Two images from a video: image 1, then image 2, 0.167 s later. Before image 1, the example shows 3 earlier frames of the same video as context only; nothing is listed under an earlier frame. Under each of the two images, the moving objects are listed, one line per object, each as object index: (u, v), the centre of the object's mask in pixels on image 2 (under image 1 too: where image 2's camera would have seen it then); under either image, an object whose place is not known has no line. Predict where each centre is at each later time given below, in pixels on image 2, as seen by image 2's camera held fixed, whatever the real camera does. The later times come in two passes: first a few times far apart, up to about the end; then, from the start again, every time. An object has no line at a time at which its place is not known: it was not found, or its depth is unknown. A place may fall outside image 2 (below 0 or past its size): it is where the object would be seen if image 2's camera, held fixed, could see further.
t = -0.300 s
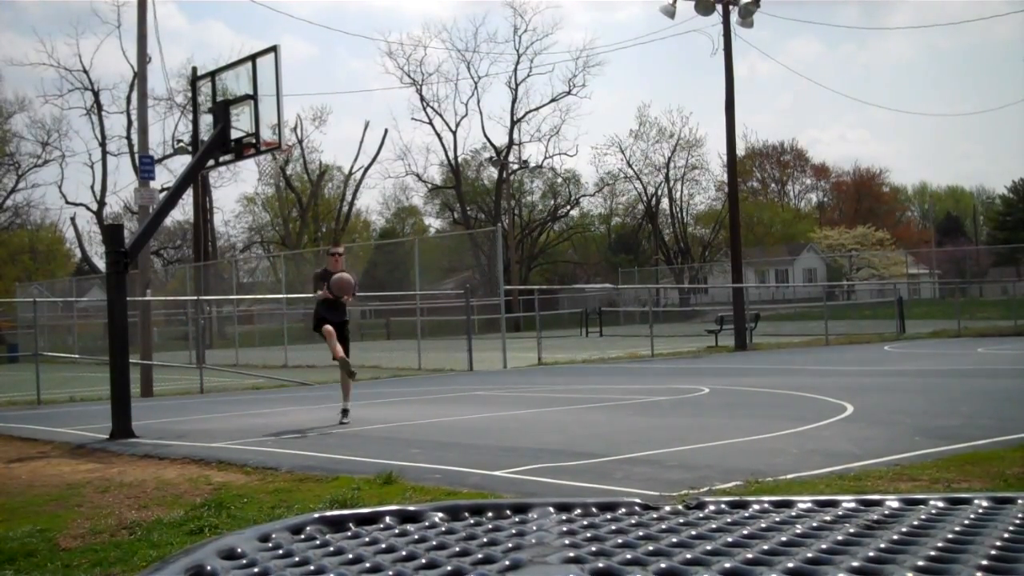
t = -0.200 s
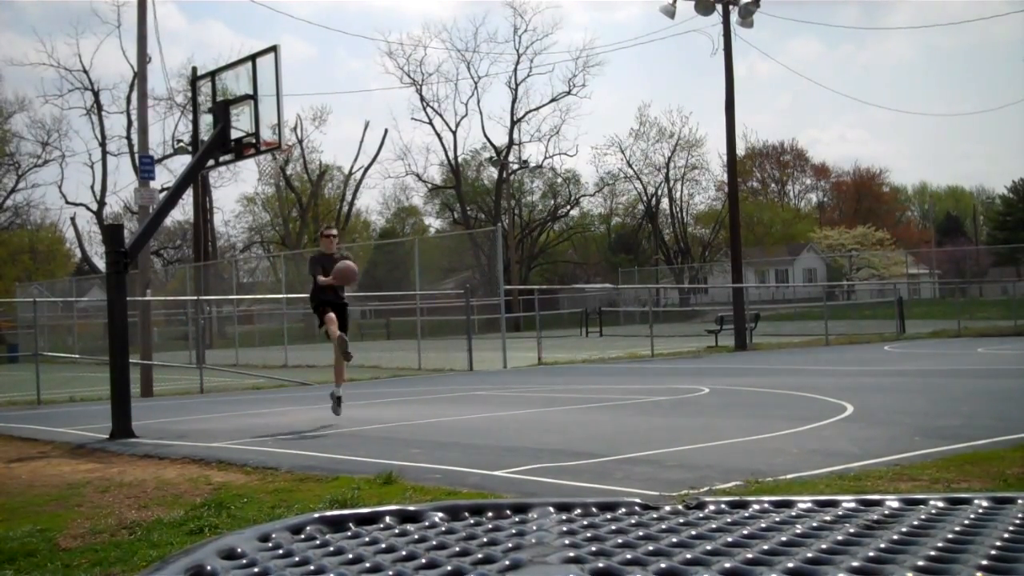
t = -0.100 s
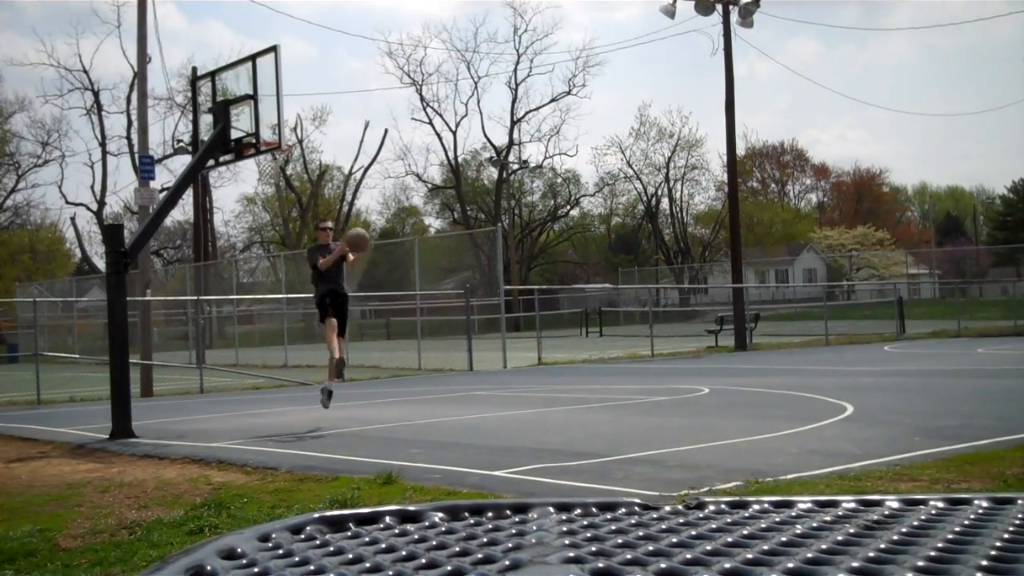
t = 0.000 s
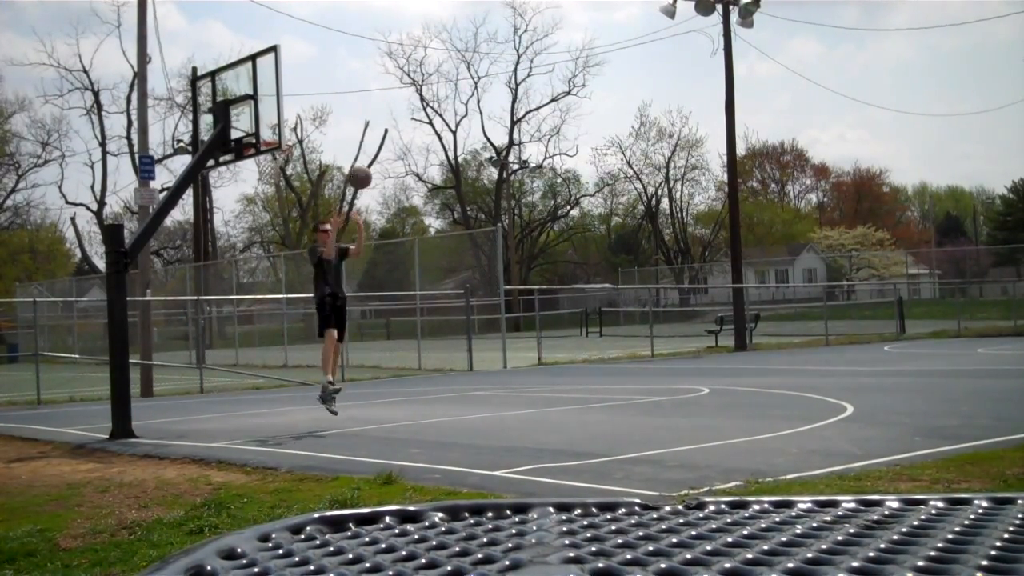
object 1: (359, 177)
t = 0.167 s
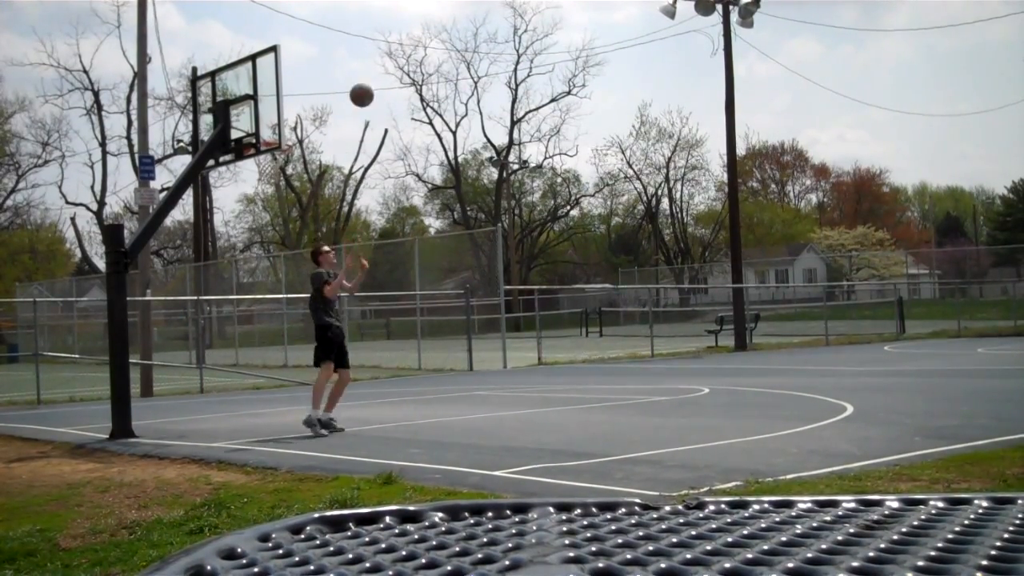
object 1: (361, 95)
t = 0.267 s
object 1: (362, 60)
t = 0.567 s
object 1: (365, 17)
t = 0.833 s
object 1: (367, 50)
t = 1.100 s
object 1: (366, 154)
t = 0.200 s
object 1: (362, 82)
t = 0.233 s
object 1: (362, 70)
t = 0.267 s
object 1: (362, 60)
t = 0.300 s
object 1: (363, 51)
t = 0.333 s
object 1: (364, 42)
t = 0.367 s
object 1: (364, 35)
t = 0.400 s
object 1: (364, 29)
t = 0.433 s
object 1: (365, 25)
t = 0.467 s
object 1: (365, 21)
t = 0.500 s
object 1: (365, 19)
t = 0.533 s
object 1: (365, 17)
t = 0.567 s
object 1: (365, 17)
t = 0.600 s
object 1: (366, 17)
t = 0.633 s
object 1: (366, 19)
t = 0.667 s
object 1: (366, 21)
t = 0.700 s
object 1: (366, 25)
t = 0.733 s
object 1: (366, 29)
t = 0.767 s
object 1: (366, 35)
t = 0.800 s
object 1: (367, 42)
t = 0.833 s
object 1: (367, 50)
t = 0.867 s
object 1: (367, 59)
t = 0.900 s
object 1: (367, 69)
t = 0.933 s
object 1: (367, 81)
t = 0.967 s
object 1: (367, 93)
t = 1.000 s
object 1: (366, 106)
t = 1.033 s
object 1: (366, 121)
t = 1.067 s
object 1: (366, 137)
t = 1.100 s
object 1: (366, 154)
